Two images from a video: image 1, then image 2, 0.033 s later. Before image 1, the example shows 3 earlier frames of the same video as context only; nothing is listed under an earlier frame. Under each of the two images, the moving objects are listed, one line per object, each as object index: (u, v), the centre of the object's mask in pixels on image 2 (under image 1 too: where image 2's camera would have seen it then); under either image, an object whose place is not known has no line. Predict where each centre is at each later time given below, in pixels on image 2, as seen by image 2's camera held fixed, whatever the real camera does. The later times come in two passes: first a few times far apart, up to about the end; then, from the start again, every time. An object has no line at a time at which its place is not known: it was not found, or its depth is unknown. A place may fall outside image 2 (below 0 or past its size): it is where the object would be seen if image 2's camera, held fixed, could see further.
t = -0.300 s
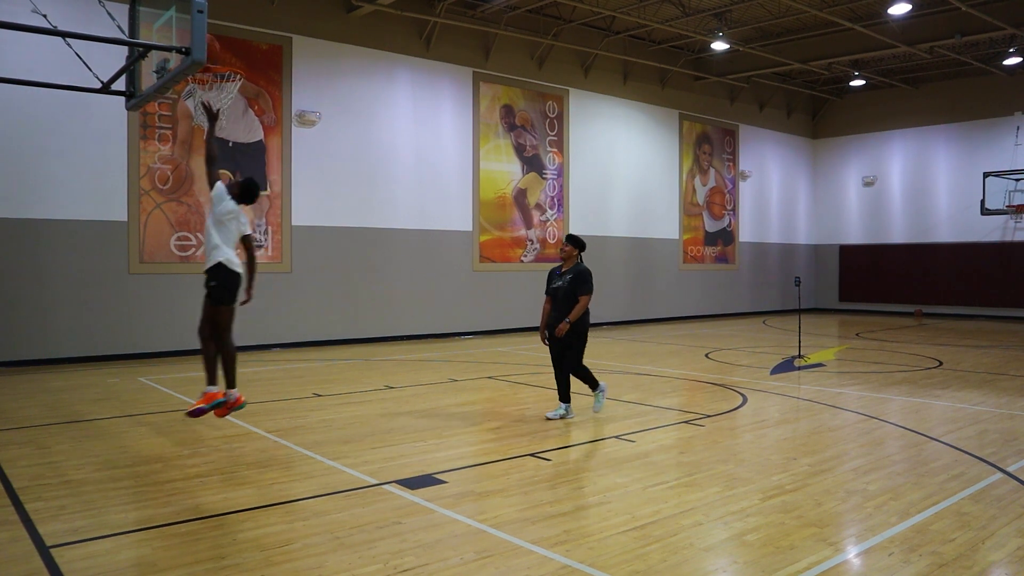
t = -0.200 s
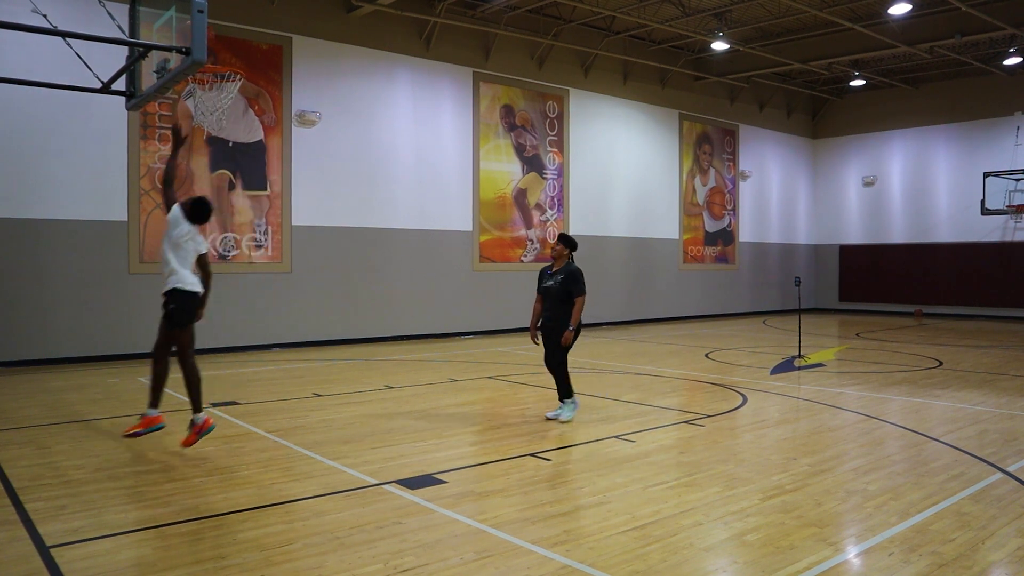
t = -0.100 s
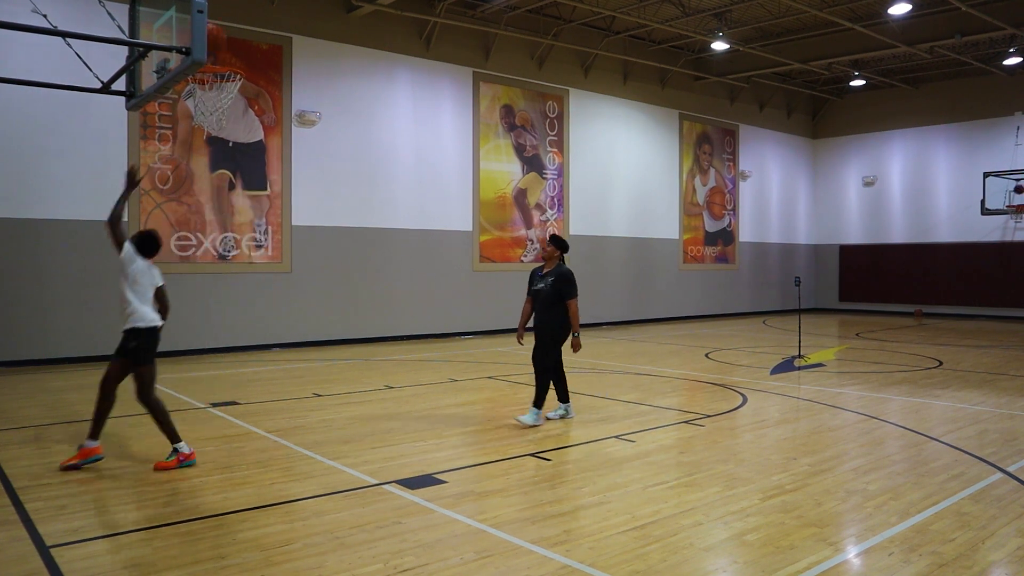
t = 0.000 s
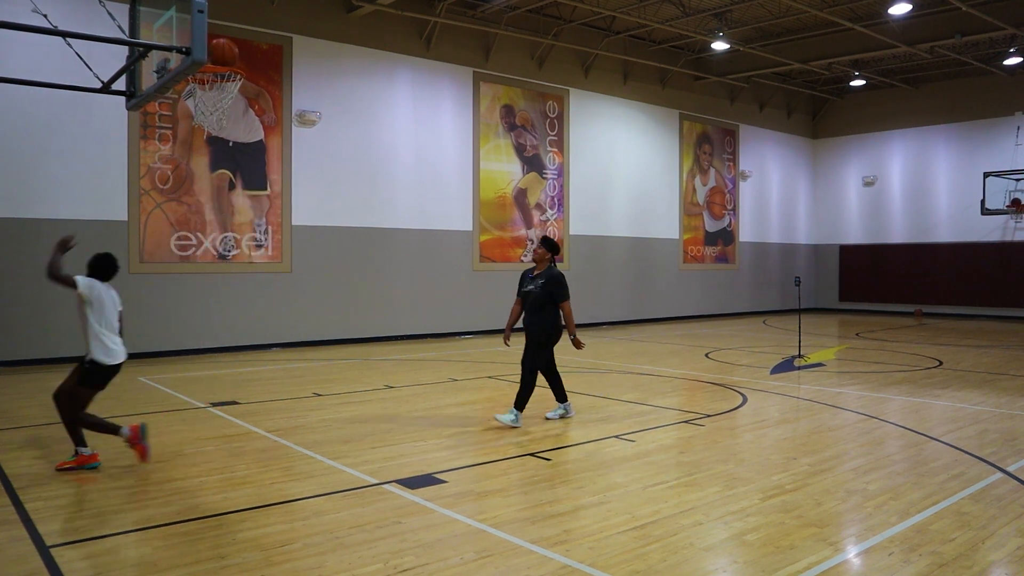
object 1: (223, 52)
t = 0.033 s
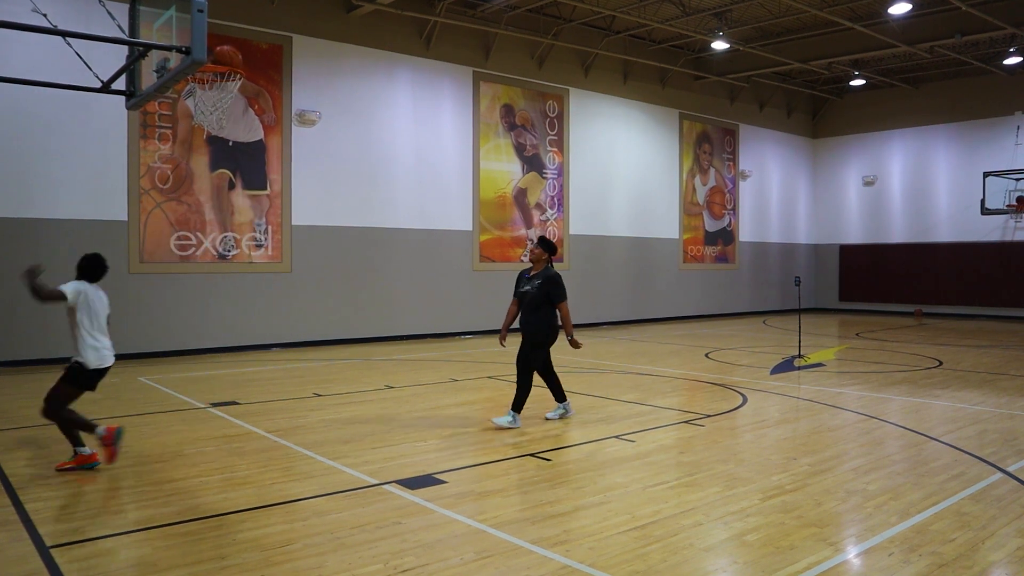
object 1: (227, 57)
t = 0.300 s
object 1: (208, 113)
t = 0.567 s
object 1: (203, 148)
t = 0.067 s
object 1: (226, 59)
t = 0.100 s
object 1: (223, 60)
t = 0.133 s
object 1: (220, 74)
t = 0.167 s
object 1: (218, 83)
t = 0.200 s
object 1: (215, 88)
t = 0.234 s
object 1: (212, 96)
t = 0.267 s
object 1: (211, 103)
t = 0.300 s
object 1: (208, 113)
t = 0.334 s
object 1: (206, 114)
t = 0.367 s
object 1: (206, 113)
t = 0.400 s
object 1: (205, 116)
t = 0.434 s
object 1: (204, 120)
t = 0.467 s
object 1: (204, 125)
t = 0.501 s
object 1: (204, 131)
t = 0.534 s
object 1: (204, 139)
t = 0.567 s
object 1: (203, 148)
